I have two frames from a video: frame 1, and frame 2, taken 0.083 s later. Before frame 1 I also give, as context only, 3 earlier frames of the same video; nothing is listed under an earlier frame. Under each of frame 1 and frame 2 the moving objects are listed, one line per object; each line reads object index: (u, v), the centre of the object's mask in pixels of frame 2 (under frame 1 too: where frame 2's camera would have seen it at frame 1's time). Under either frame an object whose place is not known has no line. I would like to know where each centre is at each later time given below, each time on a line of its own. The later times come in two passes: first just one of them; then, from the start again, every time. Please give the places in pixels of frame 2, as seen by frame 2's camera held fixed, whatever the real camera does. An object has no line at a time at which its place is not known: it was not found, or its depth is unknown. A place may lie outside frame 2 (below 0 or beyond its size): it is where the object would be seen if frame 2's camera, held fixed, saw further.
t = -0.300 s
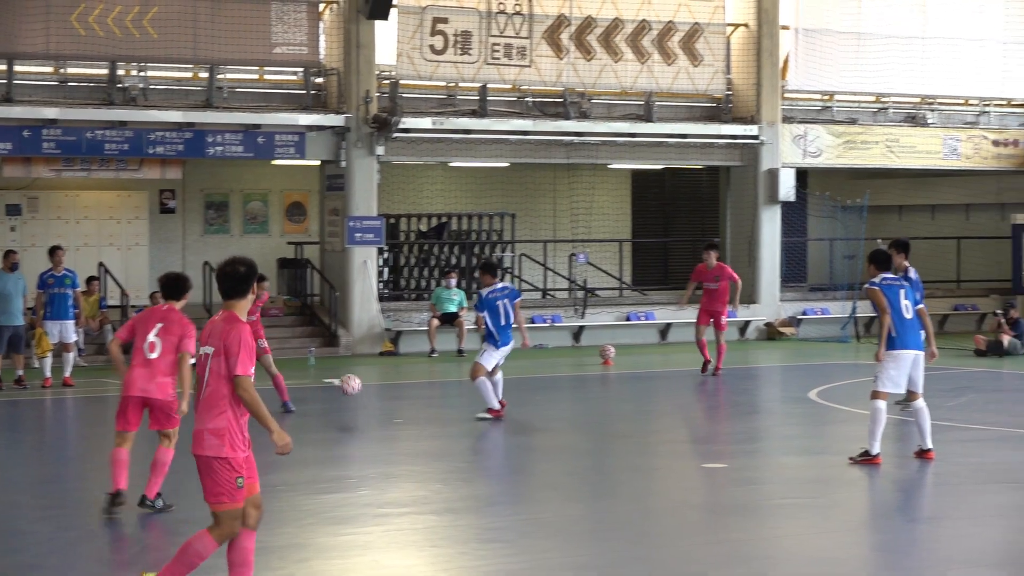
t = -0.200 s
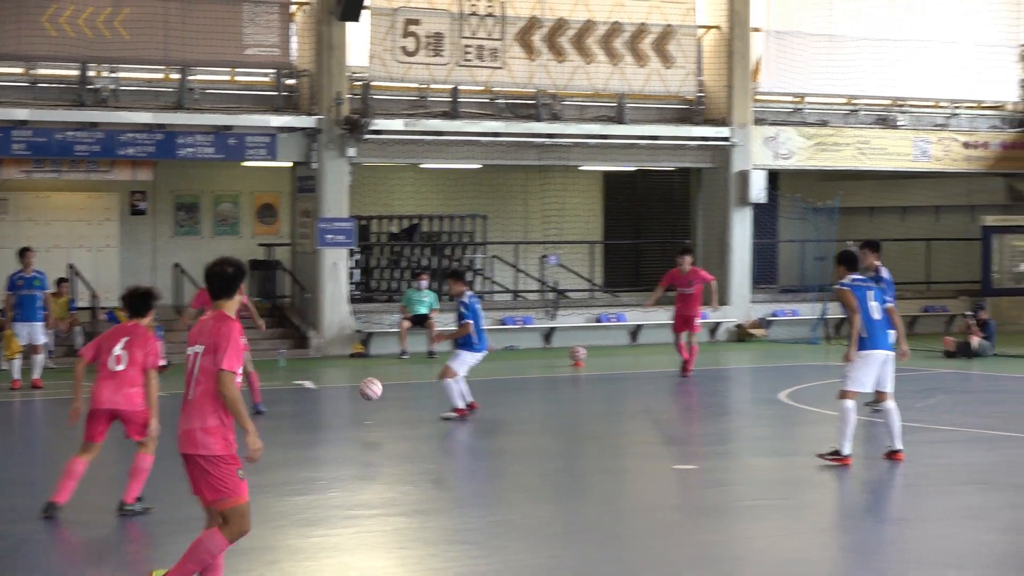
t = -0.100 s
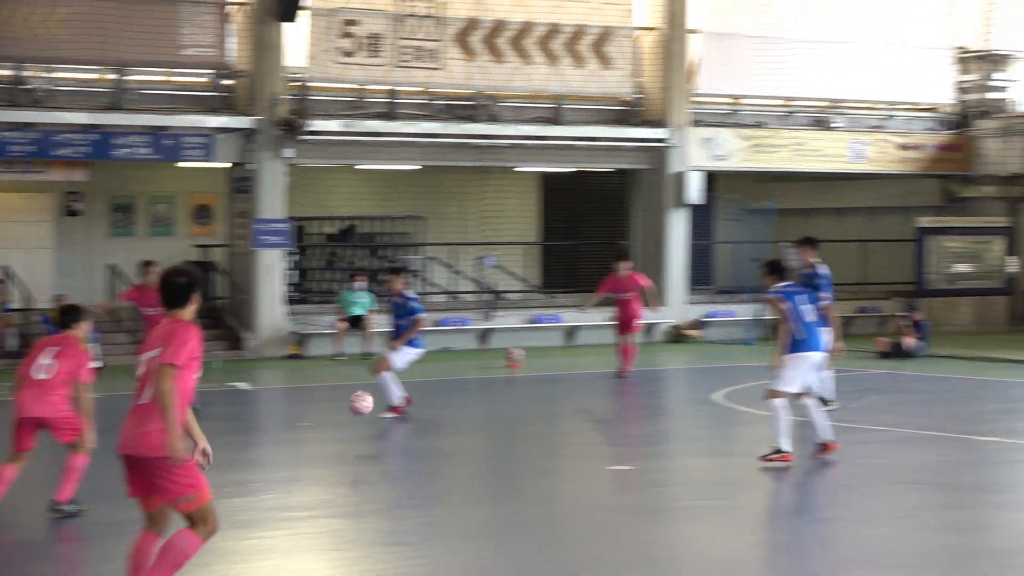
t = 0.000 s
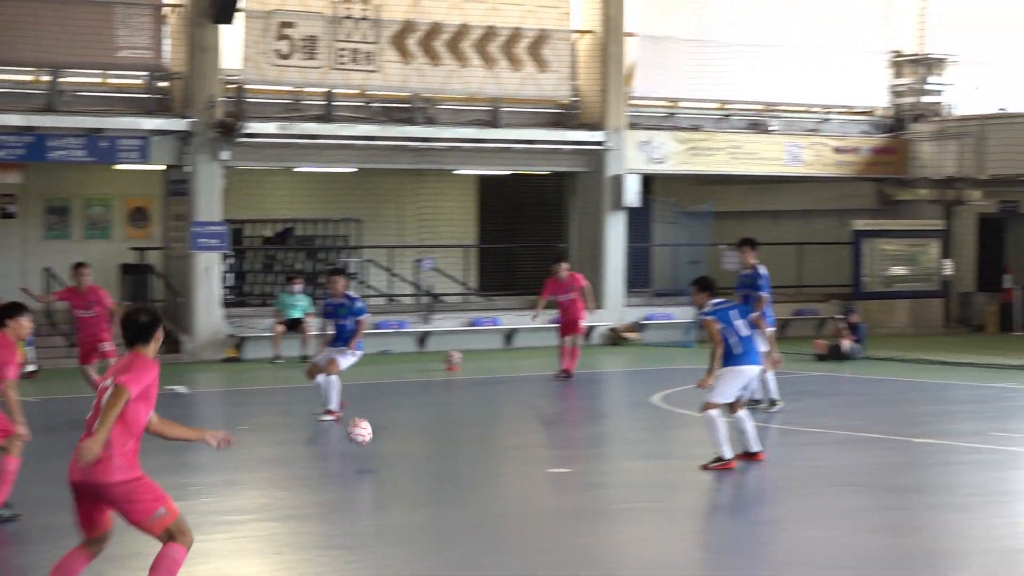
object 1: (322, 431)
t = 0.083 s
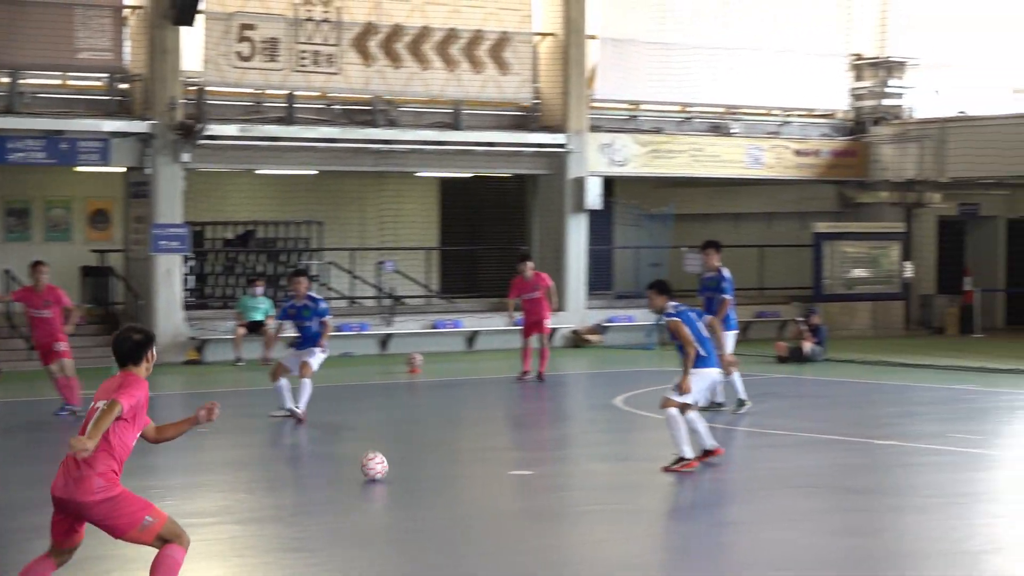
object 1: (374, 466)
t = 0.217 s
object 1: (446, 470)
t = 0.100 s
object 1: (383, 466)
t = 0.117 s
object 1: (391, 465)
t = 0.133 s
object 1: (401, 466)
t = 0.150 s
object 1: (409, 466)
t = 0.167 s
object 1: (418, 466)
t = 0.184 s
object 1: (427, 467)
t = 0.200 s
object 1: (437, 468)
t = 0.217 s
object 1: (446, 470)
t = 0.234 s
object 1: (456, 472)
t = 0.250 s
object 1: (467, 475)
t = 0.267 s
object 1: (476, 478)
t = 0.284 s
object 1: (486, 482)
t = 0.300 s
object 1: (496, 487)
